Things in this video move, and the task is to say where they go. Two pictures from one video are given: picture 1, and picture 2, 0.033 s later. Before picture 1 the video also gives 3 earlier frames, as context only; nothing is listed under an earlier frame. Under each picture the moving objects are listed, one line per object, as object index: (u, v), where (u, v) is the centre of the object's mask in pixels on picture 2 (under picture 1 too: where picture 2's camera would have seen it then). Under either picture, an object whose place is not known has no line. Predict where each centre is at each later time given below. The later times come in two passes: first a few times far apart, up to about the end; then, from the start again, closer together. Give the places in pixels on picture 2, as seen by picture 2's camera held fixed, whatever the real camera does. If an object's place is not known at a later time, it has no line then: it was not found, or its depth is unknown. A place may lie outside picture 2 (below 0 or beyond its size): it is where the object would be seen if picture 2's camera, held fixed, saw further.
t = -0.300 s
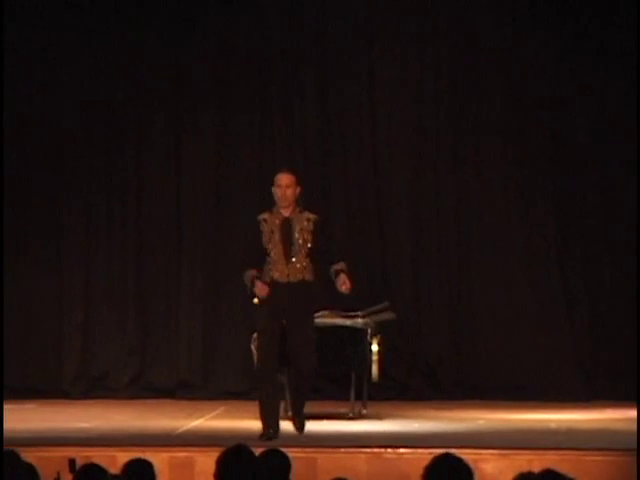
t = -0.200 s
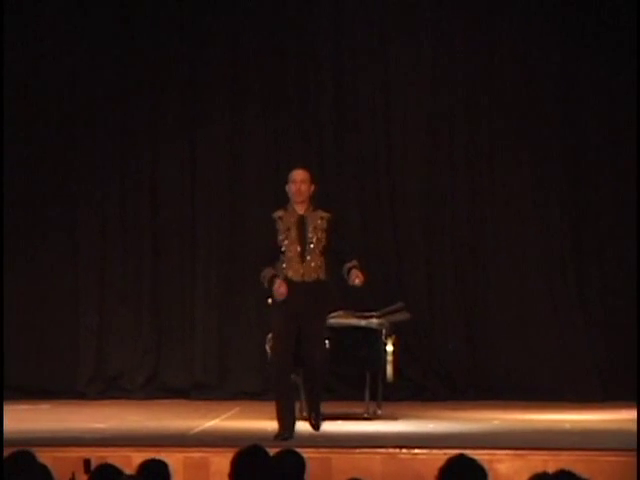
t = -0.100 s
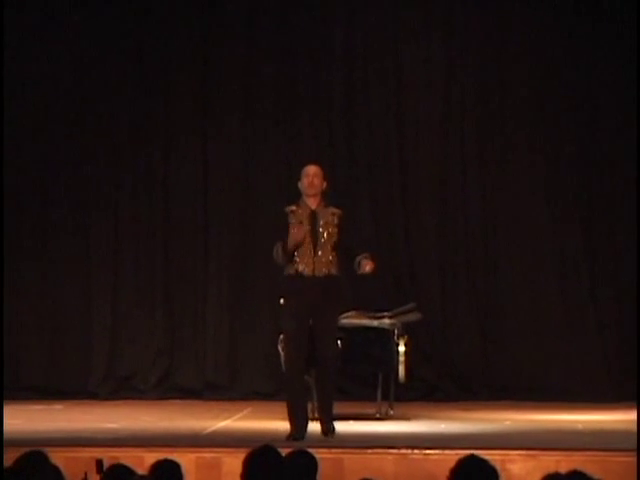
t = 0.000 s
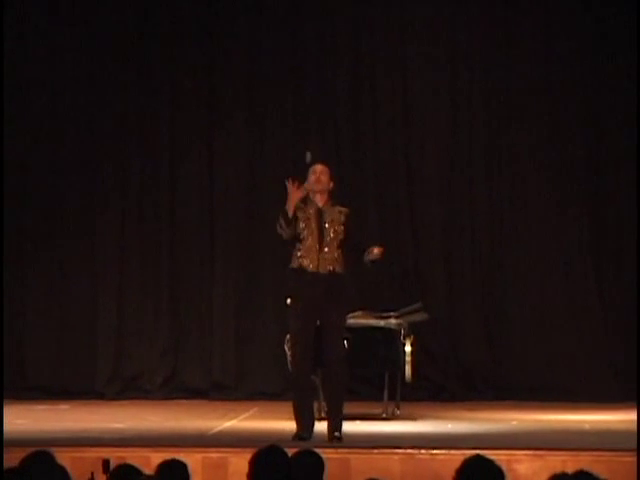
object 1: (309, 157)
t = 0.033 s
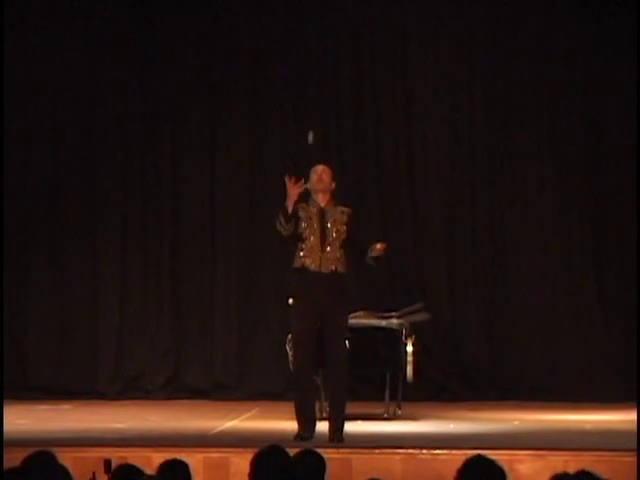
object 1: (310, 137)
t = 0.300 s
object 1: (319, 40)
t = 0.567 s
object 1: (327, 53)
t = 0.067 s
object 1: (311, 119)
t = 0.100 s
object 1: (312, 103)
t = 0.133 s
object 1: (313, 89)
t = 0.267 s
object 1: (318, 45)
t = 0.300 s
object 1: (319, 40)
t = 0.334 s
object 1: (320, 36)
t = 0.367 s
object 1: (321, 34)
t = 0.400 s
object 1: (322, 33)
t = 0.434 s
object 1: (323, 34)
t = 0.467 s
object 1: (324, 36)
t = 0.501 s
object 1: (325, 40)
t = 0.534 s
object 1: (326, 45)
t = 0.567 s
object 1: (327, 53)
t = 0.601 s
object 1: (328, 62)
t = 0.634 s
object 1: (329, 73)
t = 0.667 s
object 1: (329, 86)
